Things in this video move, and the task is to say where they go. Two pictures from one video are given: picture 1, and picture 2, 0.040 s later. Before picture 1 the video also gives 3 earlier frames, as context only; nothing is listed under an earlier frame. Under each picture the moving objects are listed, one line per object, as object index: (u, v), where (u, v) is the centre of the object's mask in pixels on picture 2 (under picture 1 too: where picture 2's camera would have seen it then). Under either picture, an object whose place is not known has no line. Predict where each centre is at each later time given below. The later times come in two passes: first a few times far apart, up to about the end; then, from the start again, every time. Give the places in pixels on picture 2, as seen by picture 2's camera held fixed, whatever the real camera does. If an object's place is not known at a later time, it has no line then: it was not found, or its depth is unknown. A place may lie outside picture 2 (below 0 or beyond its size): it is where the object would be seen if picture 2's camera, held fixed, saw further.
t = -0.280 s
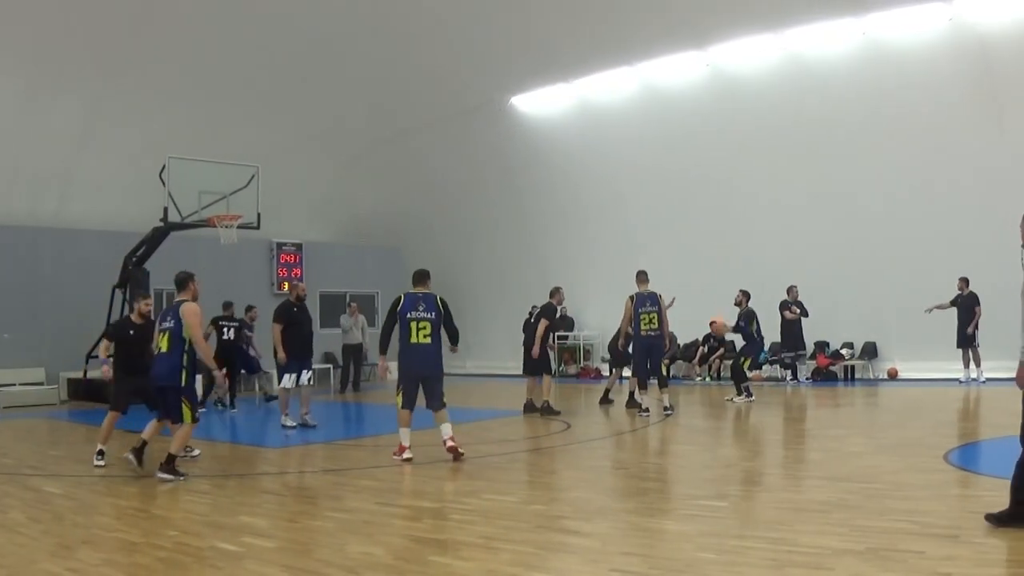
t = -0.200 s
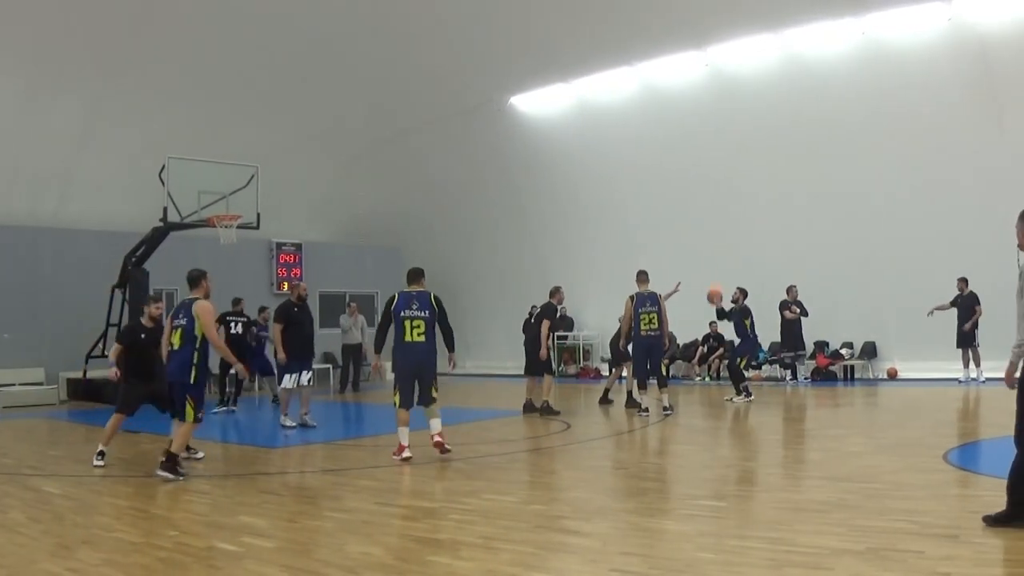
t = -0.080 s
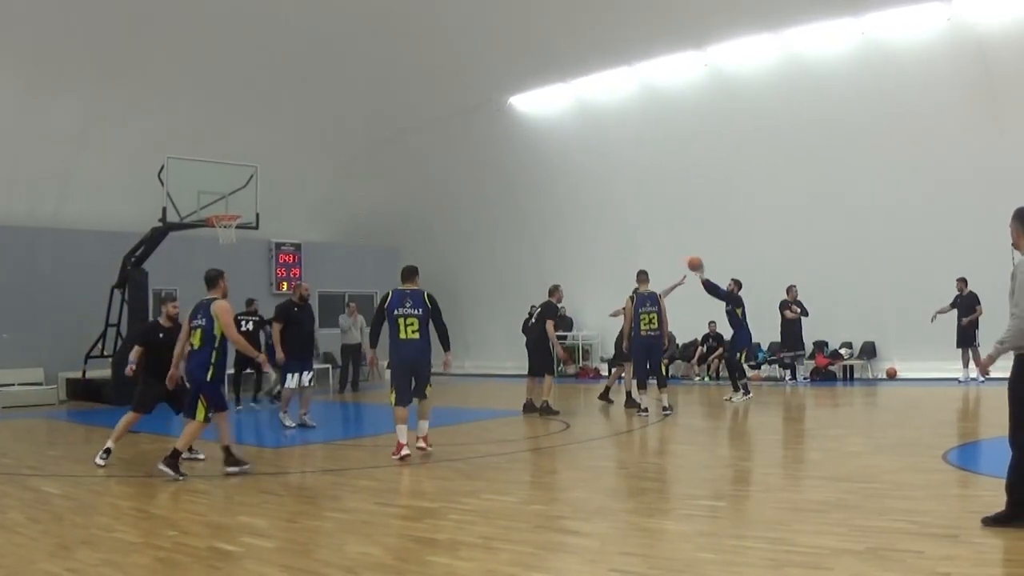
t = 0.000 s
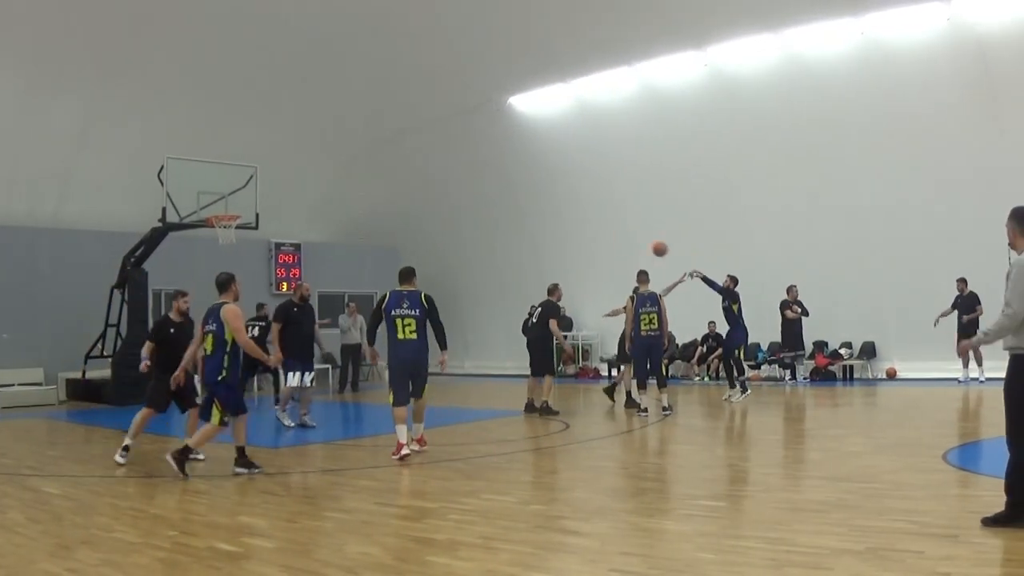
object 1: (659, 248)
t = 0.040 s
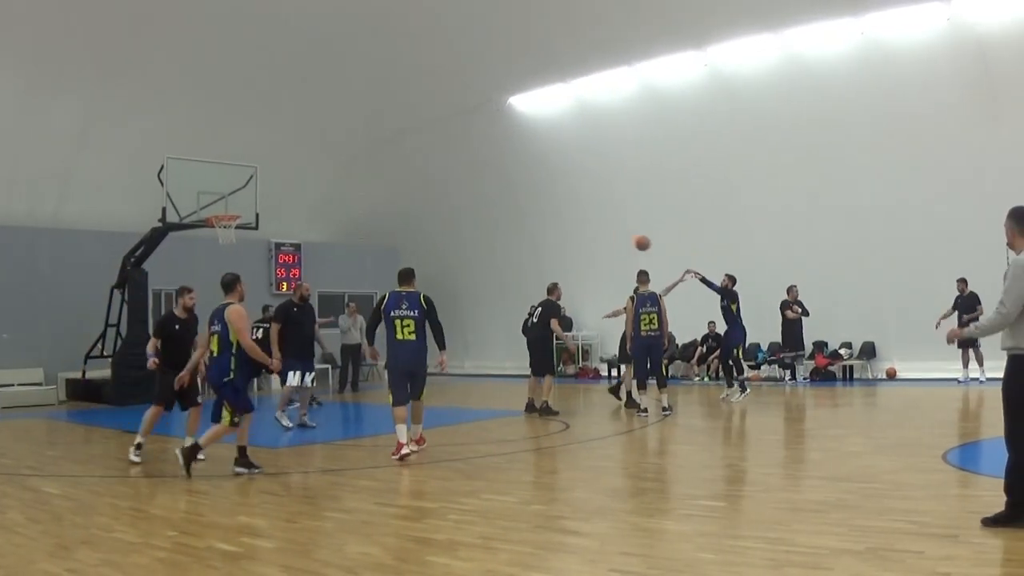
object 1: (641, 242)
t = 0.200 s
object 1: (575, 230)
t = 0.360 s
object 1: (515, 233)
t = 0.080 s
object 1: (624, 238)
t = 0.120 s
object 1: (608, 234)
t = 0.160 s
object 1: (591, 232)
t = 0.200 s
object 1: (575, 230)
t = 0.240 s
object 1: (559, 229)
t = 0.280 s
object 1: (544, 229)
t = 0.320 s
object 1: (529, 231)
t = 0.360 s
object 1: (515, 233)
